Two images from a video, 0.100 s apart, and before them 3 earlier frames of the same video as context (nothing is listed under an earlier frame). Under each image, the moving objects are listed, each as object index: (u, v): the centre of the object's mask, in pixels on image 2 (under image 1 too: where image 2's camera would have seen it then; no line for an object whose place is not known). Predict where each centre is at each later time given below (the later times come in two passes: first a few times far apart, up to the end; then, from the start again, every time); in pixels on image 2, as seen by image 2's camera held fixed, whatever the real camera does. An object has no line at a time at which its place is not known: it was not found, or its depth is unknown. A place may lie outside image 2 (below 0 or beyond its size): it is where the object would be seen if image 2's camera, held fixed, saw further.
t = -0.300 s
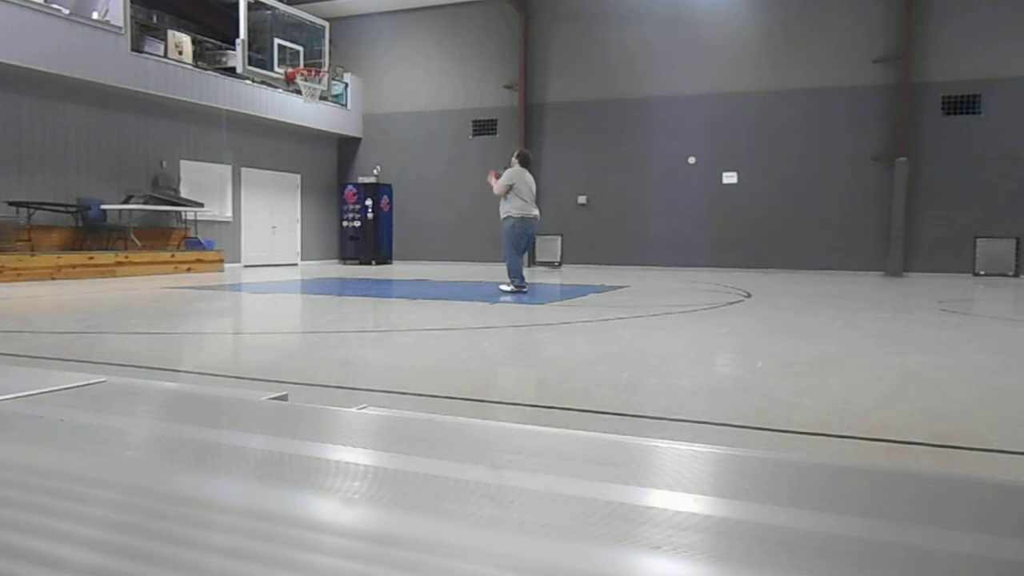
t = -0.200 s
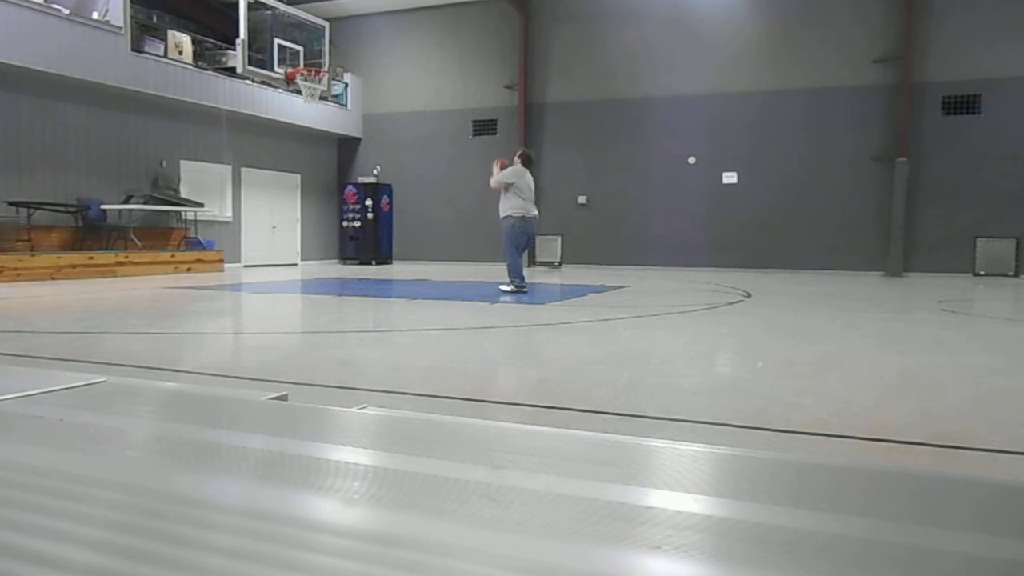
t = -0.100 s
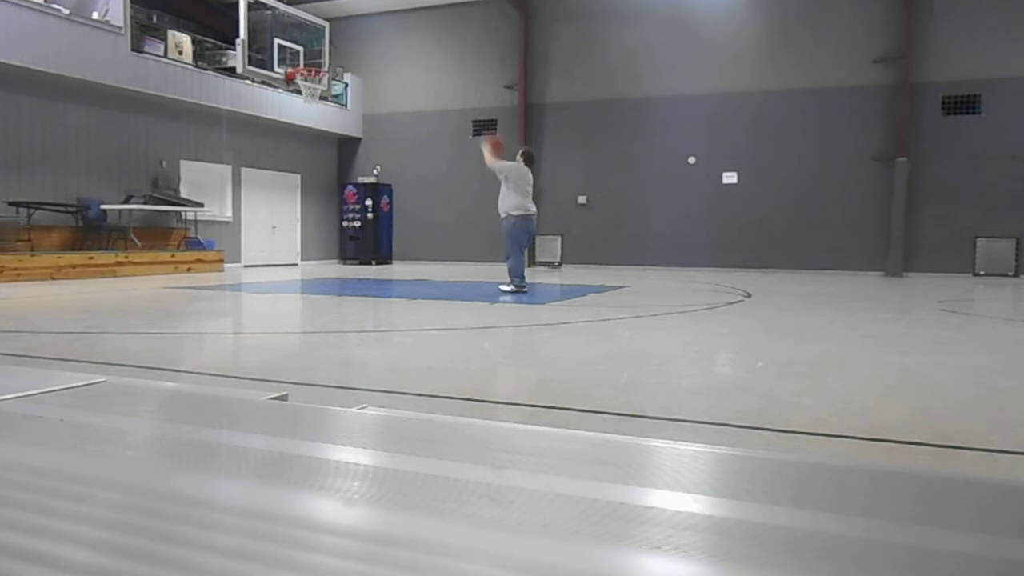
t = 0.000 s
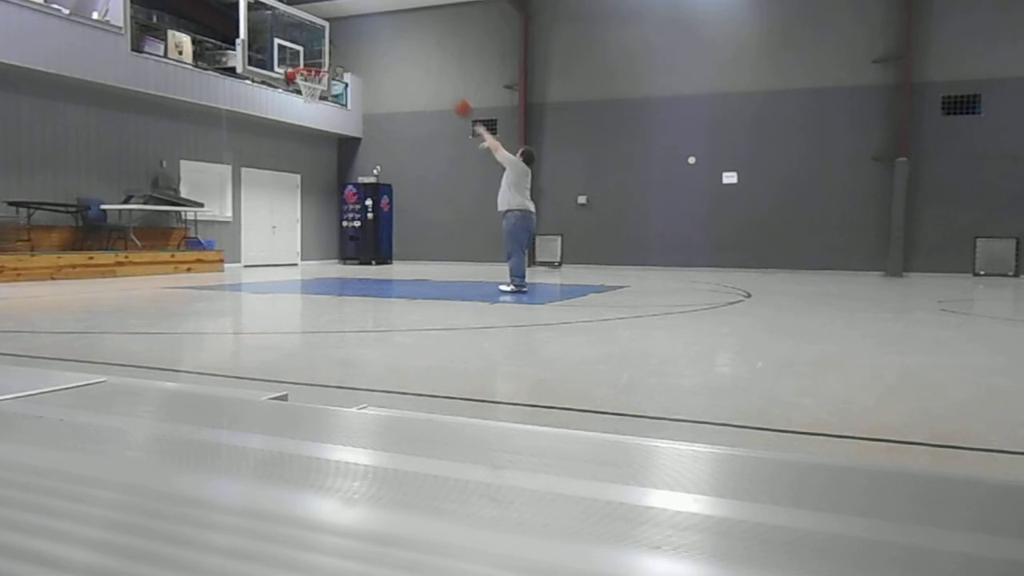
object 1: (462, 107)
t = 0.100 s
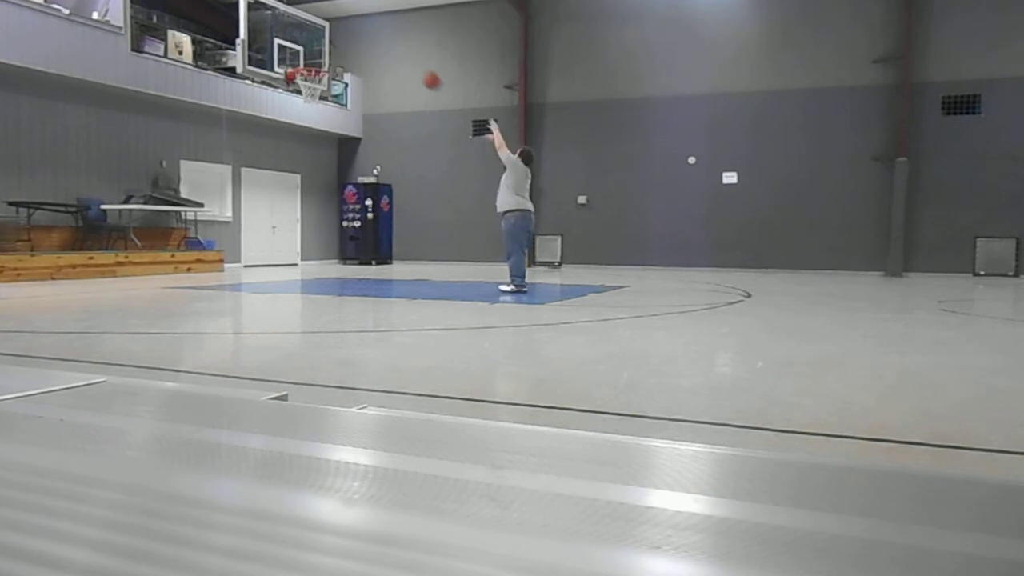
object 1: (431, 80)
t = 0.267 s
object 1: (384, 53)
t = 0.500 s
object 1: (321, 51)
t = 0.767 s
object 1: (316, 59)
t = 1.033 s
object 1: (349, 74)
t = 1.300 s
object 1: (382, 135)
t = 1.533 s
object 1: (410, 229)
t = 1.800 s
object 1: (441, 223)
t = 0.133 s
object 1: (422, 73)
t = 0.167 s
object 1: (412, 66)
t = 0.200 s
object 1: (402, 61)
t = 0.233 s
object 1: (392, 55)
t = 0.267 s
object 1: (384, 53)
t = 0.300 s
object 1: (374, 51)
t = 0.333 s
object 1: (366, 48)
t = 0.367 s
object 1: (356, 47)
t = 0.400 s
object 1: (347, 47)
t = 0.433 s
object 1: (338, 47)
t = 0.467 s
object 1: (331, 49)
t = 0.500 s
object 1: (321, 51)
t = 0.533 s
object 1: (313, 55)
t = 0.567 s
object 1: (304, 59)
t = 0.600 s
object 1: (297, 60)
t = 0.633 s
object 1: (298, 60)
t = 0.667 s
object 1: (302, 59)
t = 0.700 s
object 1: (308, 58)
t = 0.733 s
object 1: (312, 58)
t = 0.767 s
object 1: (316, 59)
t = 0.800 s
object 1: (320, 59)
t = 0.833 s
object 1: (324, 61)
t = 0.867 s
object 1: (330, 62)
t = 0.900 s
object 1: (334, 63)
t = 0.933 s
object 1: (337, 64)
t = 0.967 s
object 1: (341, 67)
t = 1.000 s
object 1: (344, 70)
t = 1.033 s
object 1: (349, 74)
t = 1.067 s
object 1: (353, 79)
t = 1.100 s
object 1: (357, 84)
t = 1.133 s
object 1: (362, 90)
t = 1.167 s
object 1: (365, 97)
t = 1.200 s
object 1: (369, 105)
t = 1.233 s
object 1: (373, 114)
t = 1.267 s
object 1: (378, 123)
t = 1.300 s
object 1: (382, 135)
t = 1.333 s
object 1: (386, 146)
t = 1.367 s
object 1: (390, 158)
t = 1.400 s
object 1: (394, 170)
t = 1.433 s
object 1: (398, 185)
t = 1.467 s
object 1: (402, 199)
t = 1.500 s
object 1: (406, 213)
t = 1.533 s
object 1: (410, 229)
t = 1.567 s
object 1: (414, 246)
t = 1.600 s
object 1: (417, 263)
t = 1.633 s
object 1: (421, 279)
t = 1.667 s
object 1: (425, 267)
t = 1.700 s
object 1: (429, 254)
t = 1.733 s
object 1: (433, 244)
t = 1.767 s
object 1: (436, 233)
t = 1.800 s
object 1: (441, 223)
